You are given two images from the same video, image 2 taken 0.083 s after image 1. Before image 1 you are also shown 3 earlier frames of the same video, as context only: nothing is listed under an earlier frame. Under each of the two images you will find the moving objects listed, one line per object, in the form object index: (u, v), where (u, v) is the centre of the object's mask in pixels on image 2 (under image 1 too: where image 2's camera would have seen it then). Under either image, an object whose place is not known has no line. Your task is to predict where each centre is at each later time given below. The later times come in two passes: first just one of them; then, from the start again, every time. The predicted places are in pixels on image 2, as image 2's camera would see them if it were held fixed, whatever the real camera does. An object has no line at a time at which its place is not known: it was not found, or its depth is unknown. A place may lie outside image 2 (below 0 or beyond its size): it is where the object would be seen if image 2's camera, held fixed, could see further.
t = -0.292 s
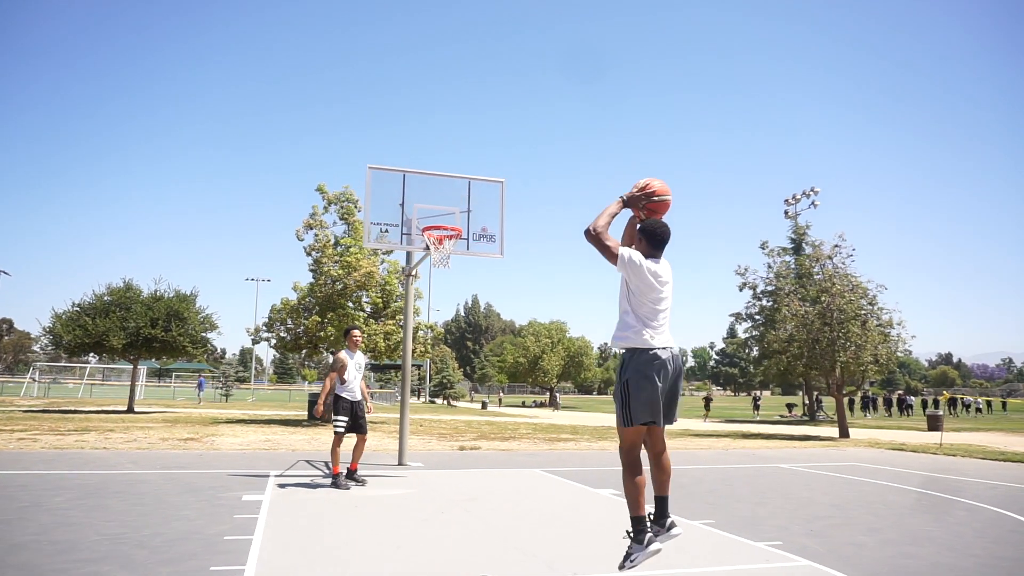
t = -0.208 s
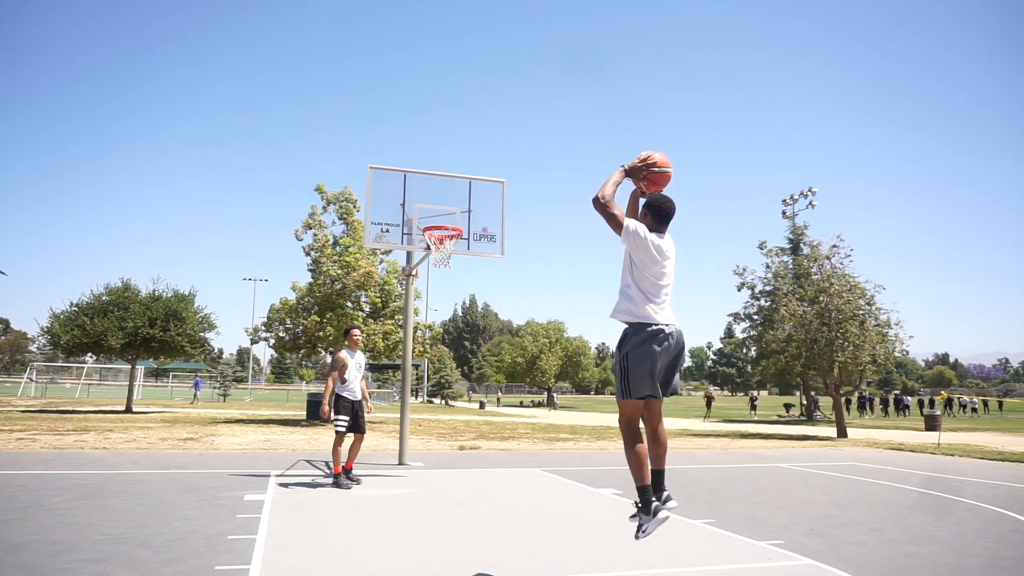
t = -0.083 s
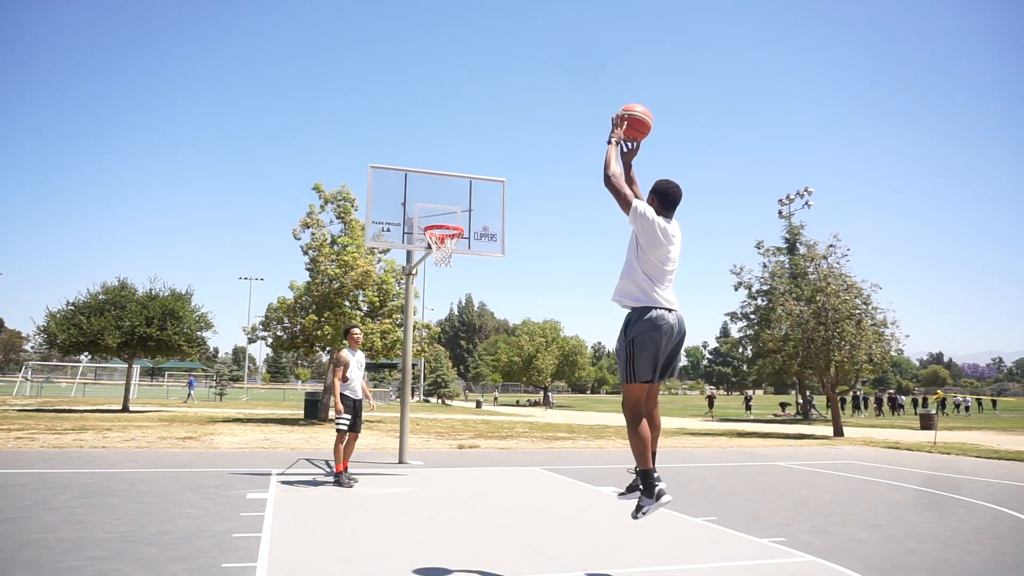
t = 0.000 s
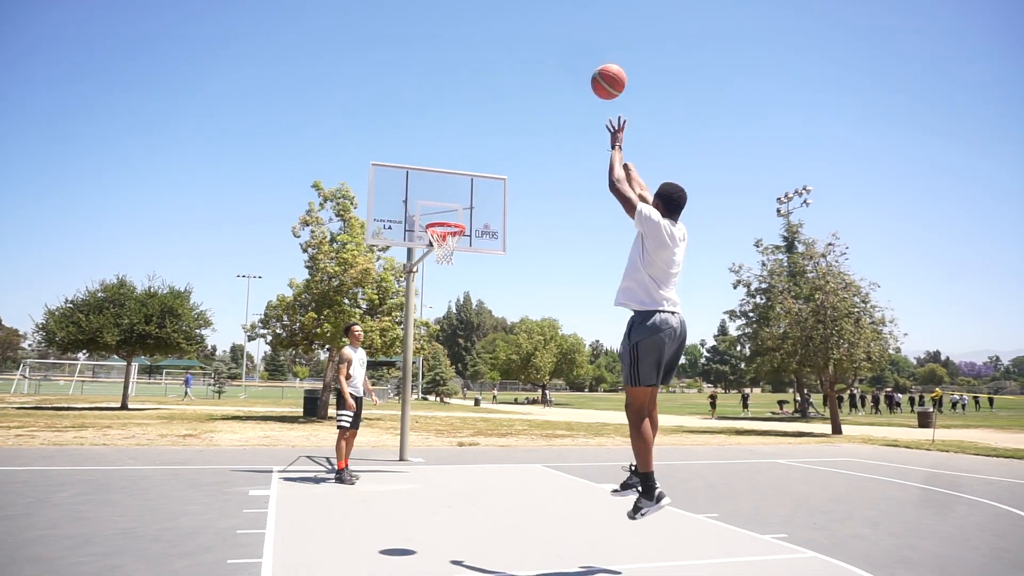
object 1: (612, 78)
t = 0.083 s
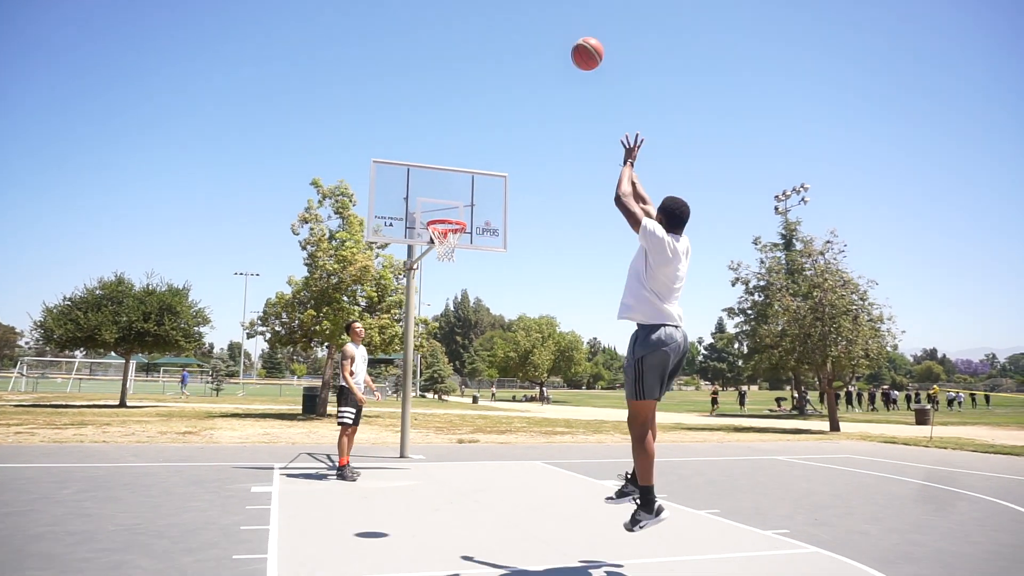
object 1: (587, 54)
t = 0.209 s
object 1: (559, 37)
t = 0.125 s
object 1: (577, 46)
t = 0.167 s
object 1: (568, 40)
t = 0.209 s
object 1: (559, 37)
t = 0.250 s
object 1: (551, 36)
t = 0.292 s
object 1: (544, 36)
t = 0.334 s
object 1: (536, 39)
